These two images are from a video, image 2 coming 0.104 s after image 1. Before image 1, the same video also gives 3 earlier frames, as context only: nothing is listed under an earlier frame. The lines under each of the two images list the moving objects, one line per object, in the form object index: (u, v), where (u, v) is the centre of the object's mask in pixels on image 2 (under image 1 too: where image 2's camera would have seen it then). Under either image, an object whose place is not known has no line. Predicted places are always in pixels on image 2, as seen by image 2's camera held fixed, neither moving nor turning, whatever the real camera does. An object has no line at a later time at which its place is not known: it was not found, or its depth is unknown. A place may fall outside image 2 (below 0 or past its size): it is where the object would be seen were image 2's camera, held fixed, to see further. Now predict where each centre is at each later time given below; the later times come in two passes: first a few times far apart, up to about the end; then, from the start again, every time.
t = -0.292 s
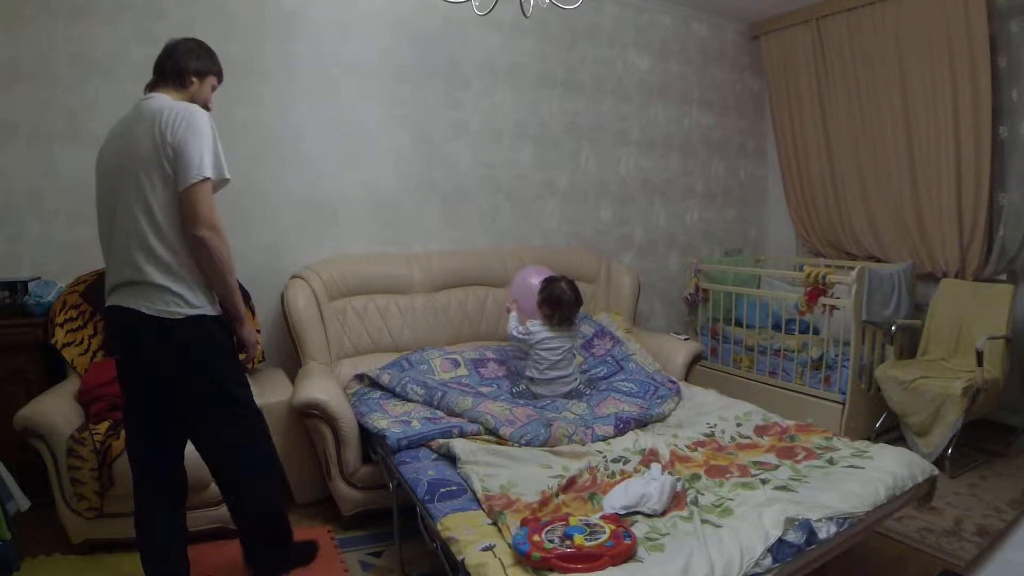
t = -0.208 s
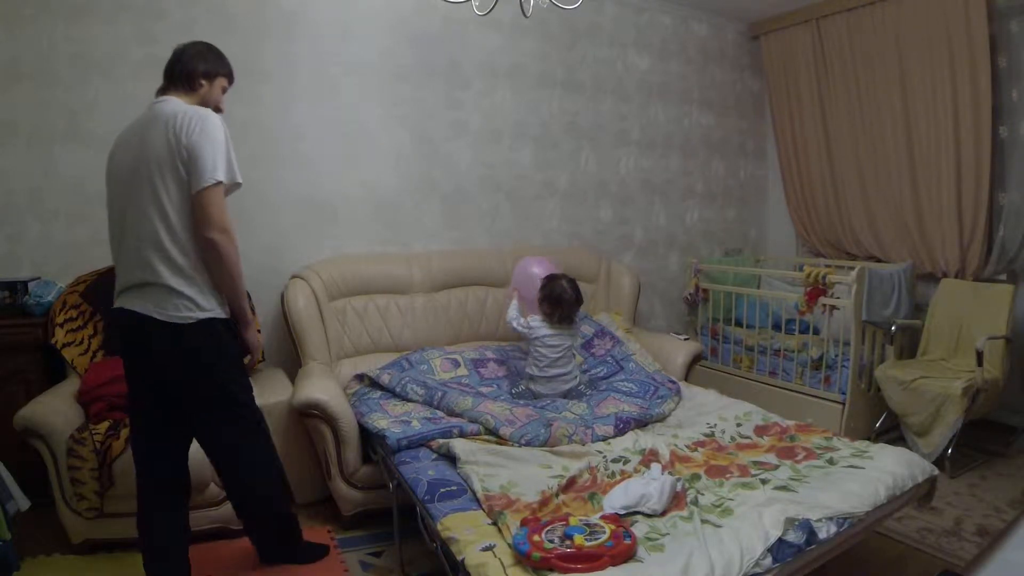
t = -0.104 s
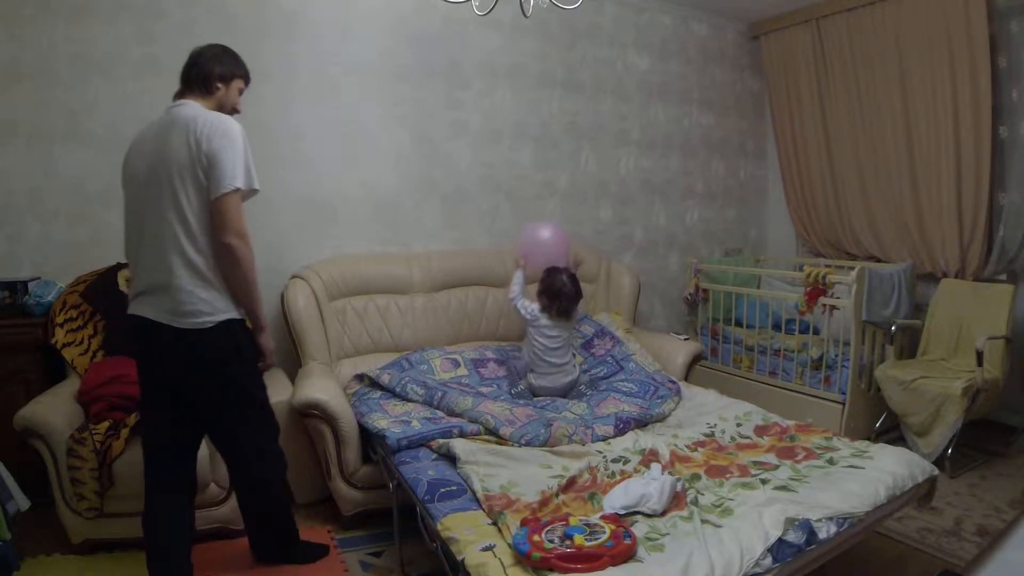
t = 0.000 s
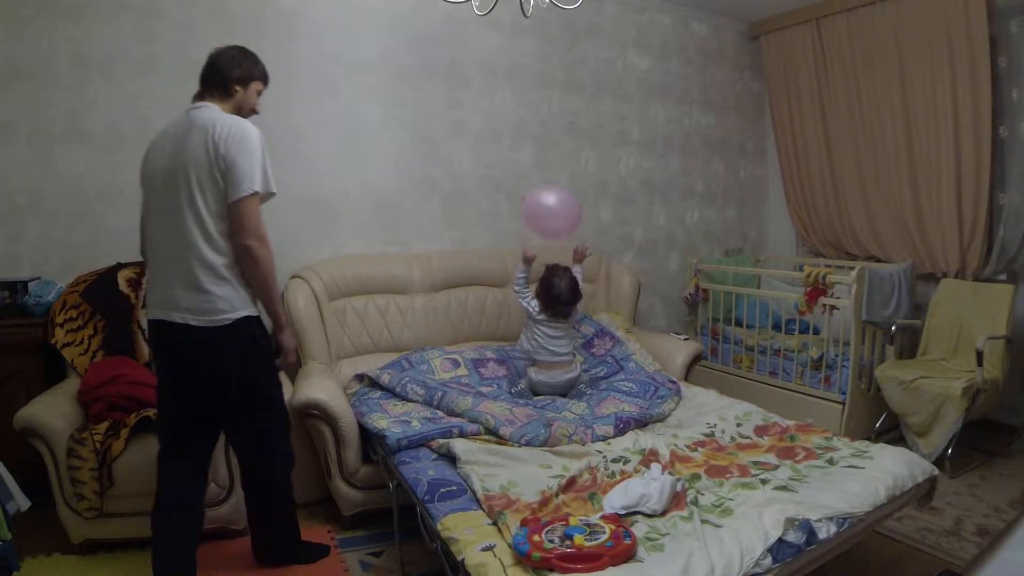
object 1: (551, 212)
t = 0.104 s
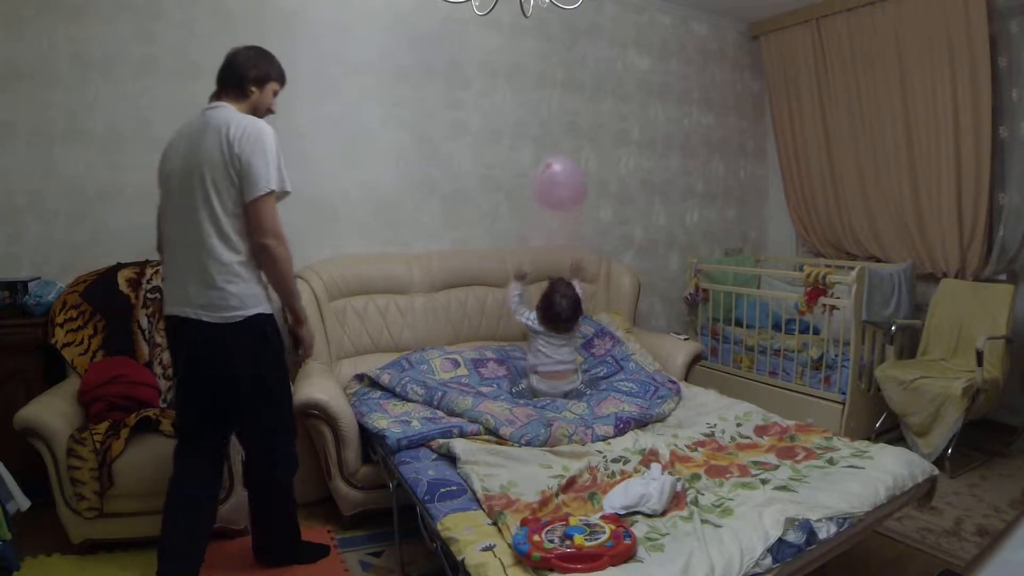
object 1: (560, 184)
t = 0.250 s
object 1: (572, 154)
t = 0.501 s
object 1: (595, 131)
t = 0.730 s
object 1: (614, 139)
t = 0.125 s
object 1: (561, 180)
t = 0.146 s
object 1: (563, 175)
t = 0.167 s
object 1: (564, 171)
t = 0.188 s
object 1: (567, 165)
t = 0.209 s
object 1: (568, 162)
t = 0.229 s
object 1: (570, 158)
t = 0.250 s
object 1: (572, 154)
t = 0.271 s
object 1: (574, 151)
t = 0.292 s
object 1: (576, 148)
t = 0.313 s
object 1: (577, 144)
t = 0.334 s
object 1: (580, 142)
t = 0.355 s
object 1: (581, 139)
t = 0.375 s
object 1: (584, 138)
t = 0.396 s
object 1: (585, 136)
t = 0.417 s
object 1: (587, 134)
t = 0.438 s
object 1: (588, 133)
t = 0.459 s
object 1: (591, 133)
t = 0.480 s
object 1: (593, 131)
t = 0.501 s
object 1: (595, 131)
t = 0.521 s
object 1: (597, 131)
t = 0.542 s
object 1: (599, 131)
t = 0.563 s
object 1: (601, 131)
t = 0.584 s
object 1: (602, 131)
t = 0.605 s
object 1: (605, 132)
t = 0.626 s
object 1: (606, 133)
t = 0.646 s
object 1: (608, 134)
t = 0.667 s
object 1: (610, 135)
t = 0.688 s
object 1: (611, 136)
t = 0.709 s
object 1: (613, 137)
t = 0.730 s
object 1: (614, 139)
